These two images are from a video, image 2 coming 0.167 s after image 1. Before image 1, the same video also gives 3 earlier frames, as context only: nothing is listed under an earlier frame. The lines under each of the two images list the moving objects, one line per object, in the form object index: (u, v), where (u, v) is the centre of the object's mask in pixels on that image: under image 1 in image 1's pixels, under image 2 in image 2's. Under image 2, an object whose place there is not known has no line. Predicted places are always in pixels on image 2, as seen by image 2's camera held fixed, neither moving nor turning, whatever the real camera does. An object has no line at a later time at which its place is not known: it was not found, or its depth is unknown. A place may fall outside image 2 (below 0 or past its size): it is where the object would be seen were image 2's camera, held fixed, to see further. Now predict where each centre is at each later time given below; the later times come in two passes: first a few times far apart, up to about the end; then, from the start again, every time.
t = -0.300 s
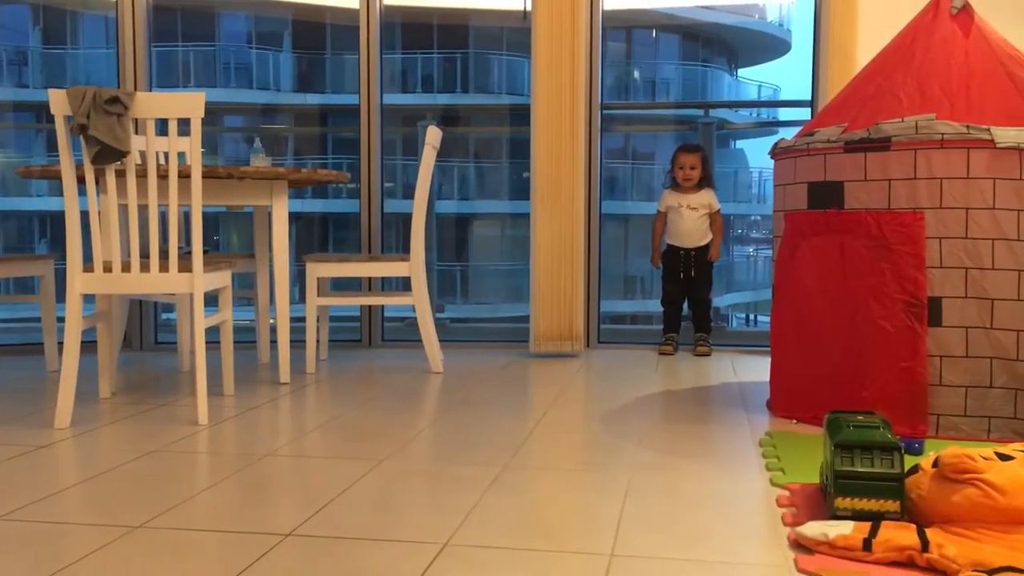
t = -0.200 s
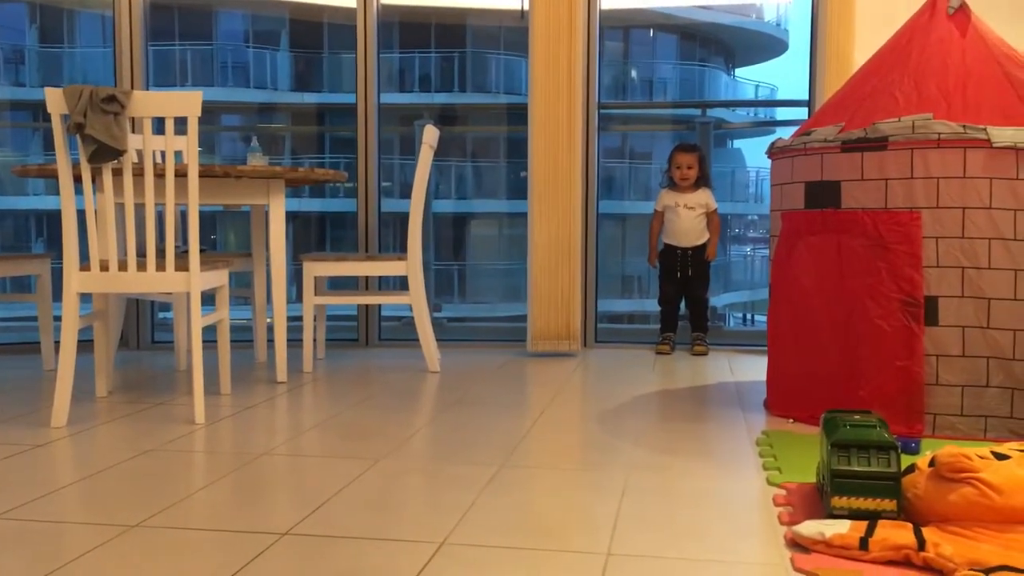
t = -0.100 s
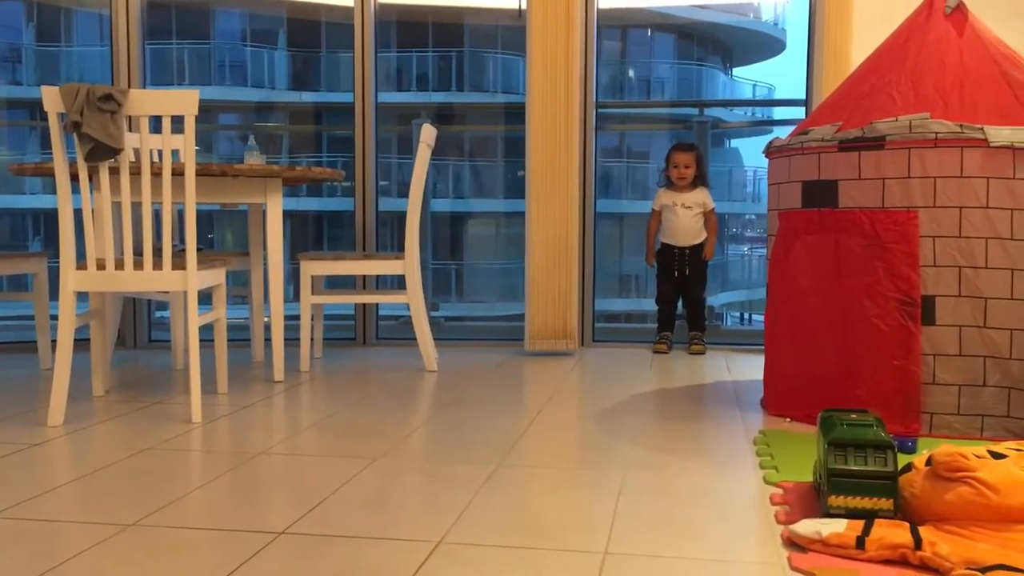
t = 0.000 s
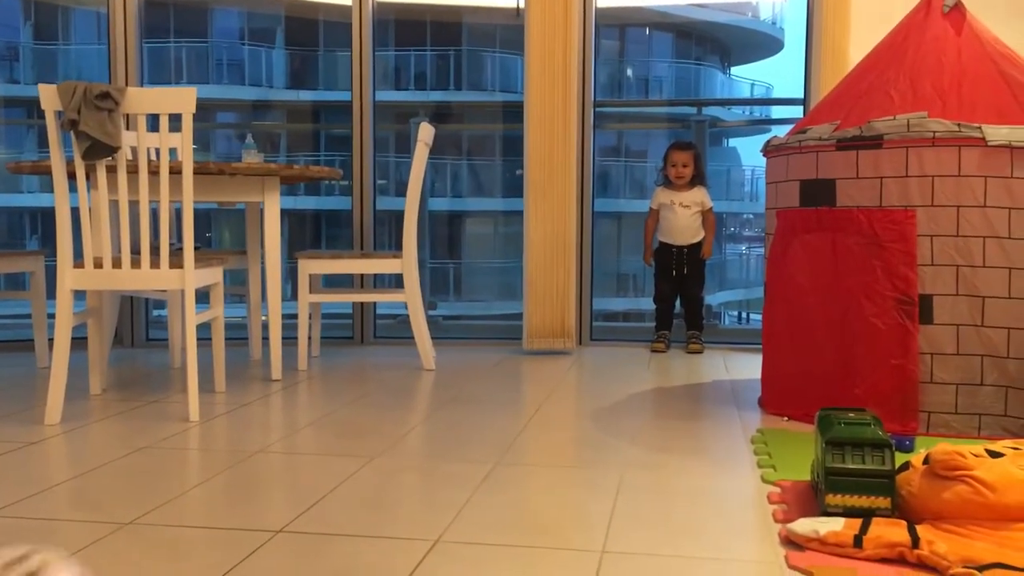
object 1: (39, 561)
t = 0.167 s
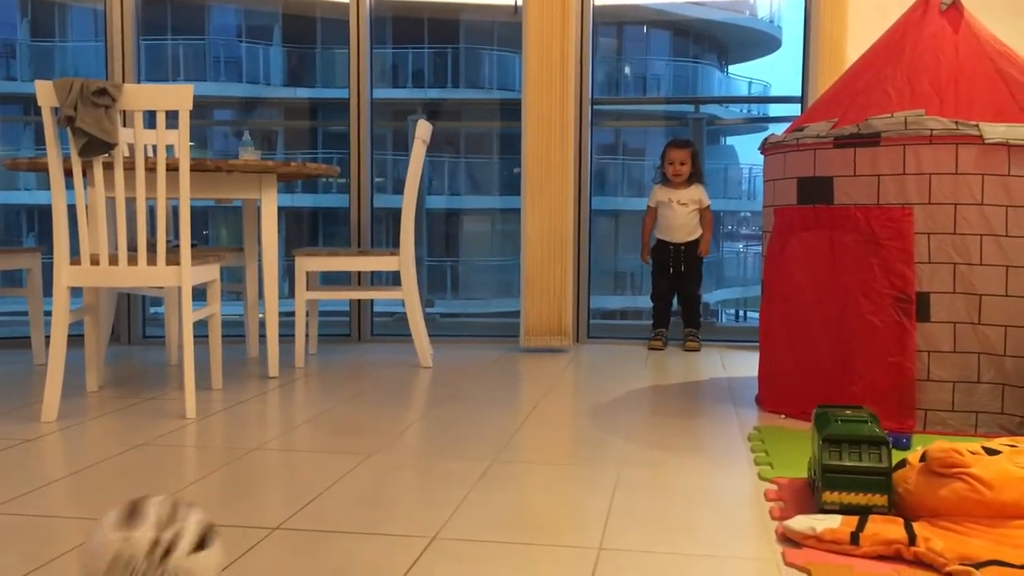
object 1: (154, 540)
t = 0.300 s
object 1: (235, 525)
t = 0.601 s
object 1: (369, 466)
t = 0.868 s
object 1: (449, 431)
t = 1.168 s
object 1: (510, 403)
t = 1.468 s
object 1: (558, 382)
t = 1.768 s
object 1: (597, 364)
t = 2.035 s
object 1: (624, 353)
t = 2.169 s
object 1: (637, 348)
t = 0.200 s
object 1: (176, 535)
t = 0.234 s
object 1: (198, 533)
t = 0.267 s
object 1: (217, 529)
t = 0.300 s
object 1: (235, 525)
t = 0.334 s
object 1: (253, 518)
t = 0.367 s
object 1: (270, 510)
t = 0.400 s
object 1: (288, 500)
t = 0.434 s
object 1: (304, 497)
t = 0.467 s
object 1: (317, 489)
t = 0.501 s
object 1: (331, 482)
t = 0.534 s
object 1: (343, 476)
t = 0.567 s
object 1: (356, 470)
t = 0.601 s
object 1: (369, 466)
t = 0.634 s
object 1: (380, 461)
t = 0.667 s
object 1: (390, 456)
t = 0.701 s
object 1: (401, 452)
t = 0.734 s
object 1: (411, 447)
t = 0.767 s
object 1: (421, 443)
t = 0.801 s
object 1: (430, 438)
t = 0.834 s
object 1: (440, 434)
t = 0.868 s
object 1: (449, 431)
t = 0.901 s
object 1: (456, 426)
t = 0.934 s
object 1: (463, 423)
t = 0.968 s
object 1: (471, 420)
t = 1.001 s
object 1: (478, 416)
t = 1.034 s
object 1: (485, 413)
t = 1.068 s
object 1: (491, 409)
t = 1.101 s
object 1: (497, 409)
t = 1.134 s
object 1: (504, 405)
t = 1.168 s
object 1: (510, 403)
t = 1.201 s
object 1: (516, 399)
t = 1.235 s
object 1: (522, 397)
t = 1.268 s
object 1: (529, 393)
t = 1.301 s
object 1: (536, 392)
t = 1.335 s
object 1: (540, 390)
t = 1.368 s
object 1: (544, 388)
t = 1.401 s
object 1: (548, 386)
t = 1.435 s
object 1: (553, 383)
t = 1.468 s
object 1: (558, 382)
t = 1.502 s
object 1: (562, 378)
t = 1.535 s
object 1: (567, 378)
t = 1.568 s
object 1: (571, 375)
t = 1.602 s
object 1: (575, 374)
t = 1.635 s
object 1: (580, 373)
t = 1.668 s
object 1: (585, 370)
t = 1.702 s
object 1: (588, 369)
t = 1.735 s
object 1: (592, 366)
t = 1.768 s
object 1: (597, 364)
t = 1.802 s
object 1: (600, 363)
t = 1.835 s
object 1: (603, 362)
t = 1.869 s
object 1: (607, 361)
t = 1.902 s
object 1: (610, 359)
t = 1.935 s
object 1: (614, 357)
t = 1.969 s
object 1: (618, 355)
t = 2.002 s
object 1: (620, 353)
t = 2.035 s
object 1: (624, 353)
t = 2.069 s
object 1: (627, 351)
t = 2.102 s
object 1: (631, 351)
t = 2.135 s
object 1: (633, 349)
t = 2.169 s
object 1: (637, 348)
